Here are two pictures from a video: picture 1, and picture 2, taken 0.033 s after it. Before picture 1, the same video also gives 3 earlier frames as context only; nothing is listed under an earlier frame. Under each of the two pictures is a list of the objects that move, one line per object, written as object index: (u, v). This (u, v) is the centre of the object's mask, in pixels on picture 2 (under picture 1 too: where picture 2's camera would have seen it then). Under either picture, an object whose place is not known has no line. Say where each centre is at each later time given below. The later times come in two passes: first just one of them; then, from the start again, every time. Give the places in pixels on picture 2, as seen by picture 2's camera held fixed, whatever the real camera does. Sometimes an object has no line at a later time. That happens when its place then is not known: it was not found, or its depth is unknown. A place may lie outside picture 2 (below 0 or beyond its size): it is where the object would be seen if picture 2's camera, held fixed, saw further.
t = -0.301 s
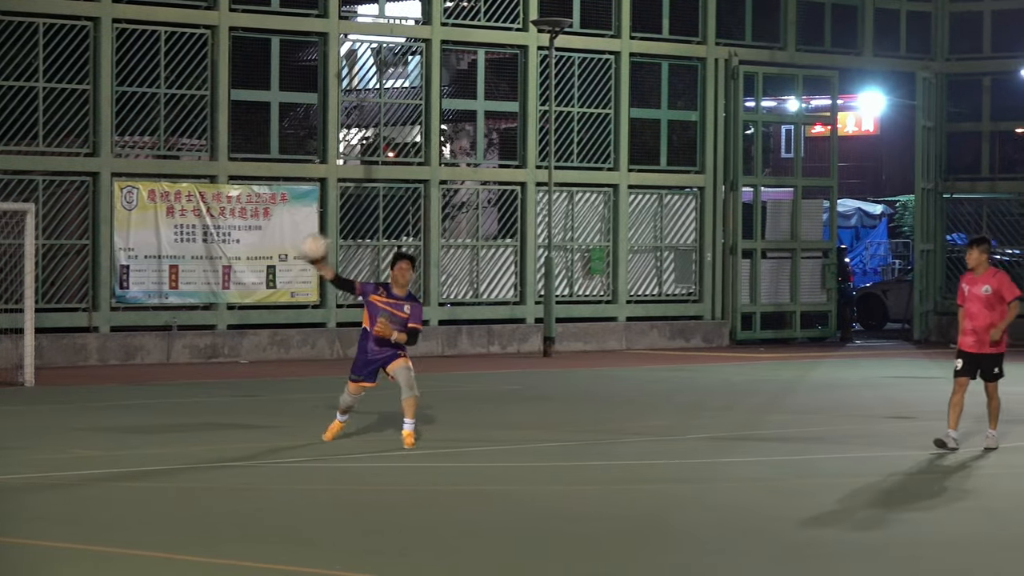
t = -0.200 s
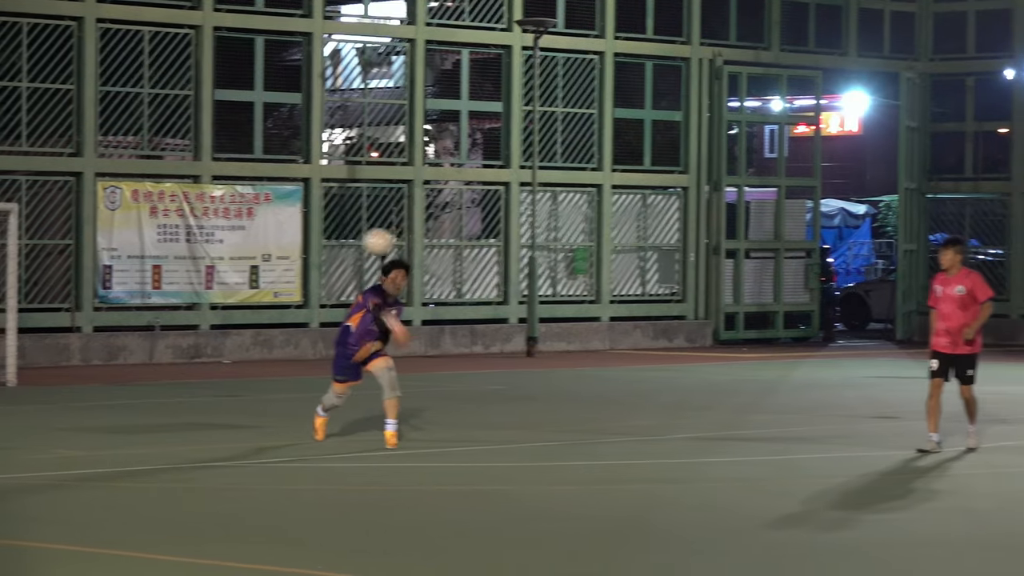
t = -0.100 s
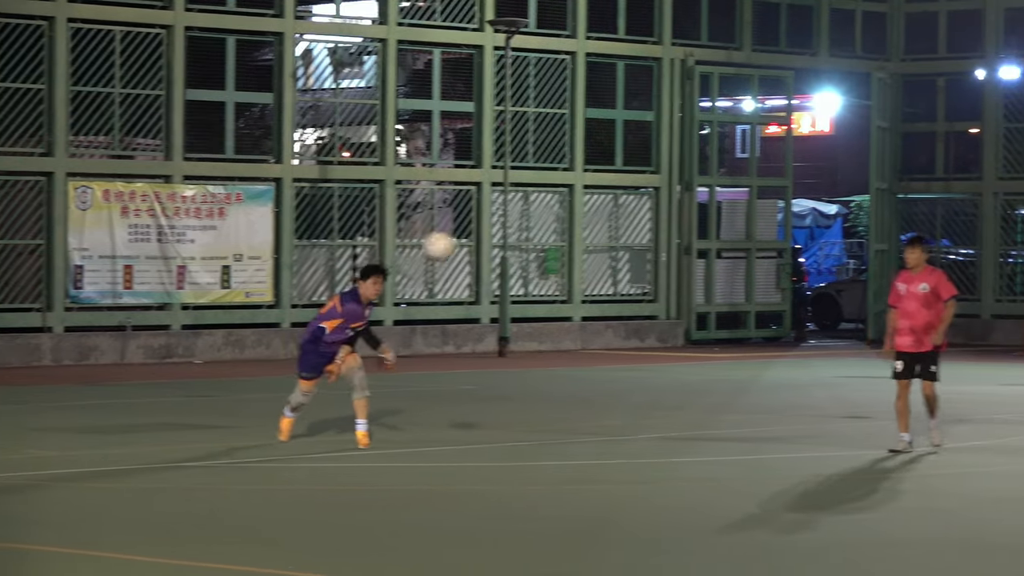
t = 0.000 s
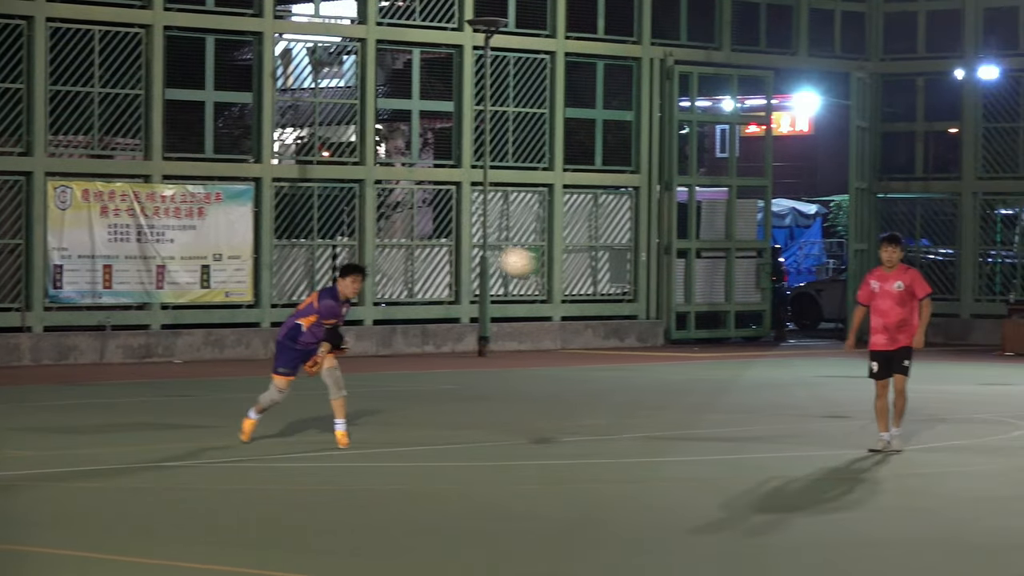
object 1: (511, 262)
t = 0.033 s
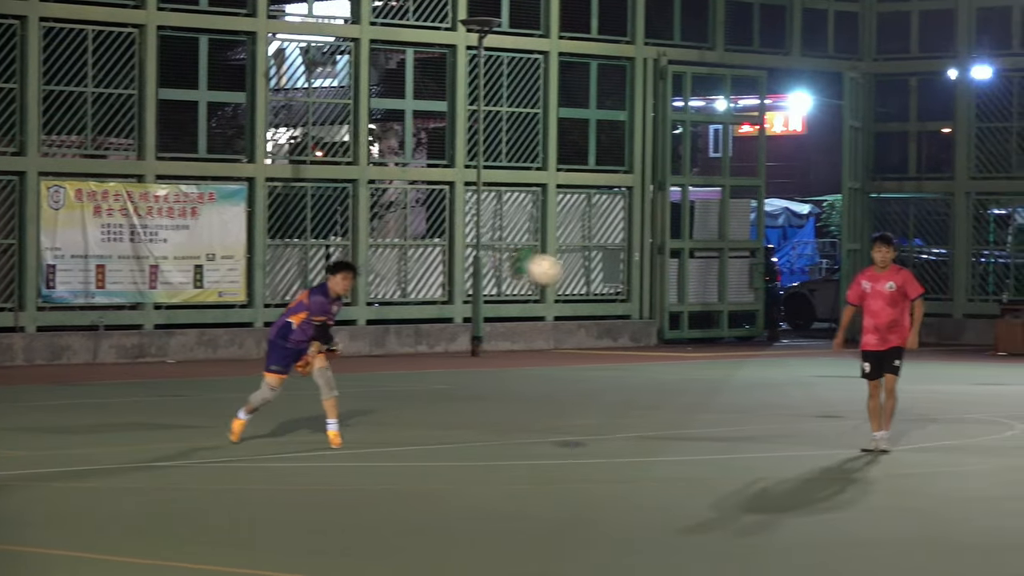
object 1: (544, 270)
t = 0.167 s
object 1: (690, 319)
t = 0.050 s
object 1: (560, 273)
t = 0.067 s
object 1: (579, 278)
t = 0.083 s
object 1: (597, 284)
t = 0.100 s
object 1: (614, 290)
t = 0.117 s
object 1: (633, 297)
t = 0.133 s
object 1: (651, 304)
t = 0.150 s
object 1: (670, 311)
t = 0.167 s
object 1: (690, 319)
